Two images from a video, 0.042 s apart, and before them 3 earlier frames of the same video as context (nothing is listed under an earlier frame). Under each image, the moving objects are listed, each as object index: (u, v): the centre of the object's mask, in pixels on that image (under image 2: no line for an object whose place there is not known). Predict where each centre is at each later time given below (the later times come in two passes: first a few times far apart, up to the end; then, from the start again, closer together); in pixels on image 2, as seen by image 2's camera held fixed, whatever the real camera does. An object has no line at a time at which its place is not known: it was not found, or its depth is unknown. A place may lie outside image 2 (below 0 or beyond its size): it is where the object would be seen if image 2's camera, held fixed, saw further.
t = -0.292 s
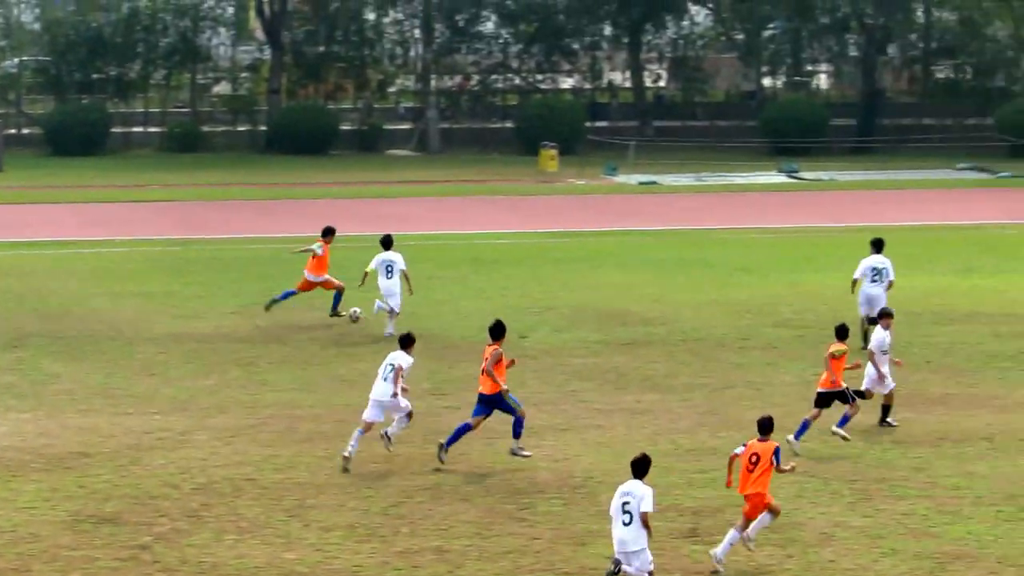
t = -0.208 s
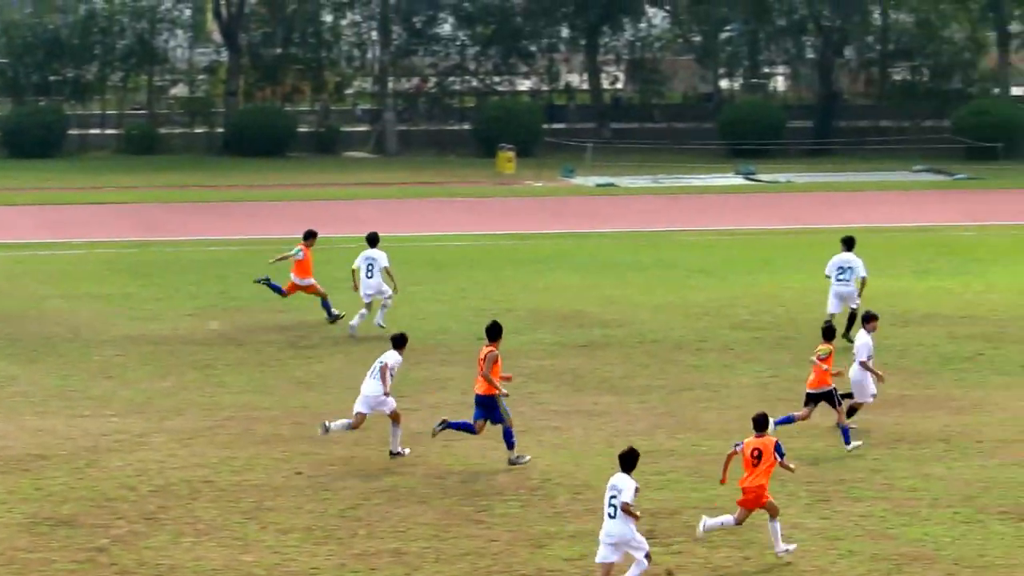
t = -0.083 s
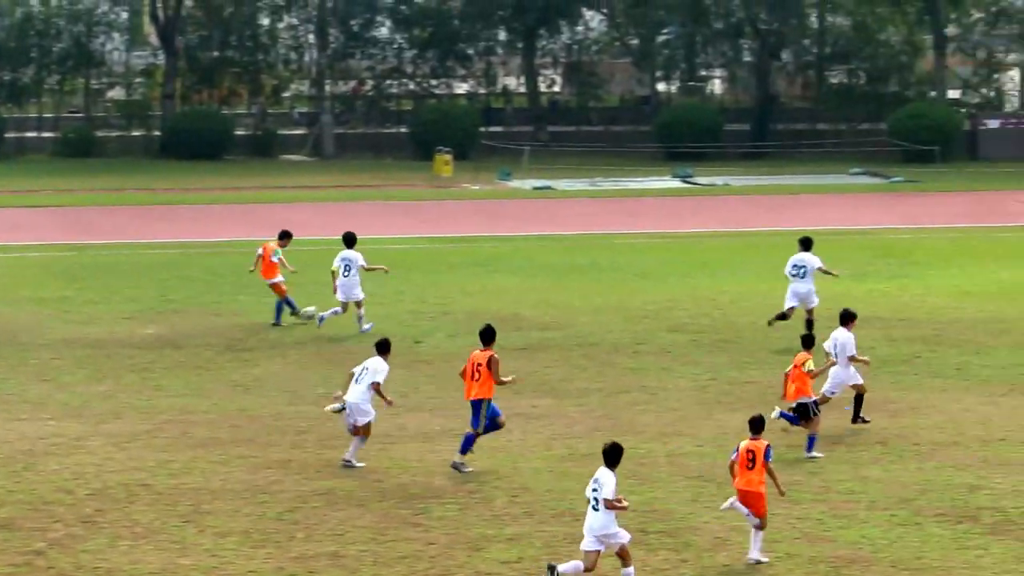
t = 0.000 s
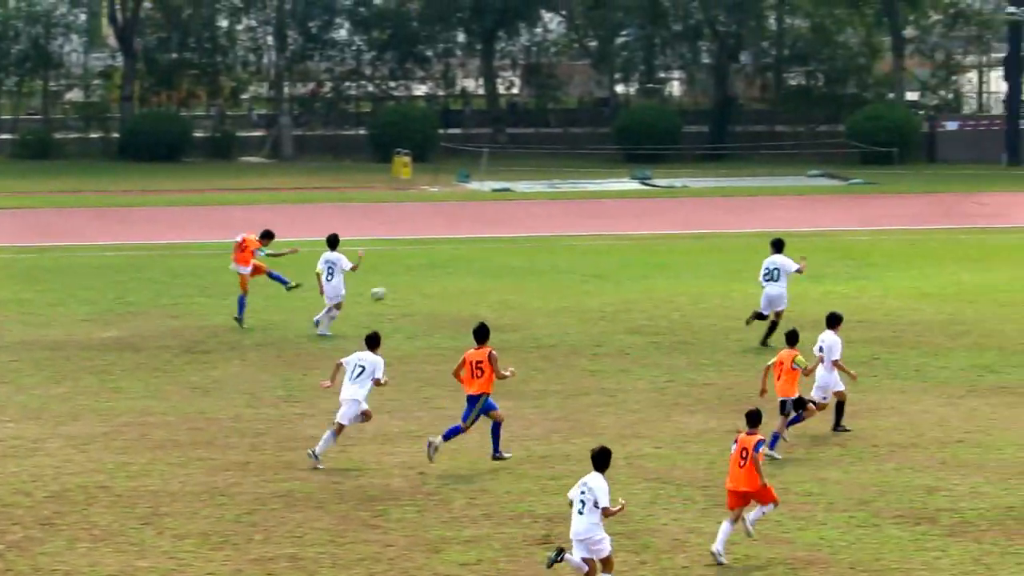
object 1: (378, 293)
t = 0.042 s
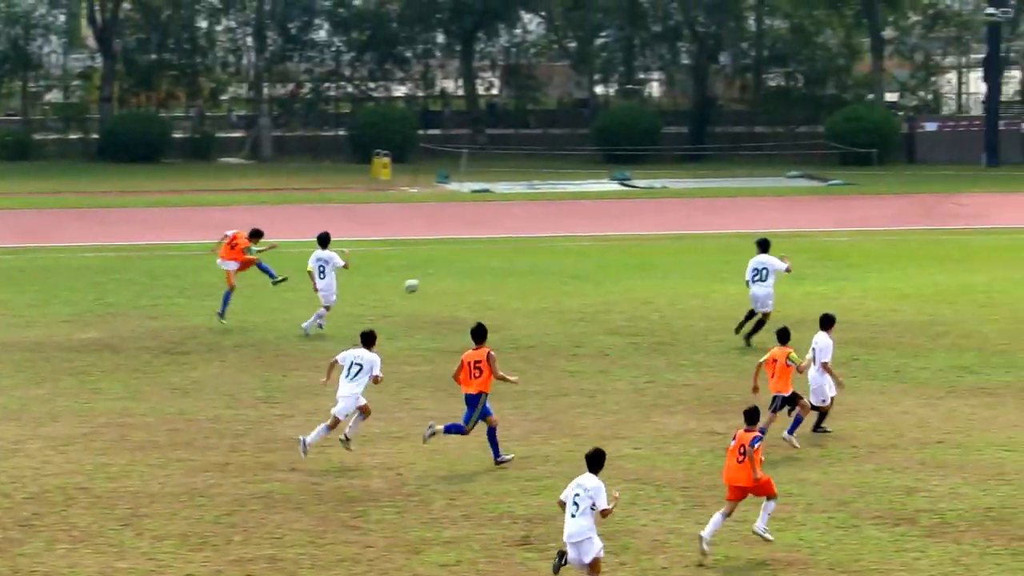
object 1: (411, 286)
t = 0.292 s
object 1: (726, 246)
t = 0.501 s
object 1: (986, 232)
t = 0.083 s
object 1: (465, 277)
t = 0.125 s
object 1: (519, 269)
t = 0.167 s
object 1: (571, 262)
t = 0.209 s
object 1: (624, 256)
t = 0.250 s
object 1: (675, 250)
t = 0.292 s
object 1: (726, 246)
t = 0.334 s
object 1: (778, 242)
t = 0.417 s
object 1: (882, 236)
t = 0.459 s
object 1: (933, 234)
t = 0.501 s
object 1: (986, 232)
